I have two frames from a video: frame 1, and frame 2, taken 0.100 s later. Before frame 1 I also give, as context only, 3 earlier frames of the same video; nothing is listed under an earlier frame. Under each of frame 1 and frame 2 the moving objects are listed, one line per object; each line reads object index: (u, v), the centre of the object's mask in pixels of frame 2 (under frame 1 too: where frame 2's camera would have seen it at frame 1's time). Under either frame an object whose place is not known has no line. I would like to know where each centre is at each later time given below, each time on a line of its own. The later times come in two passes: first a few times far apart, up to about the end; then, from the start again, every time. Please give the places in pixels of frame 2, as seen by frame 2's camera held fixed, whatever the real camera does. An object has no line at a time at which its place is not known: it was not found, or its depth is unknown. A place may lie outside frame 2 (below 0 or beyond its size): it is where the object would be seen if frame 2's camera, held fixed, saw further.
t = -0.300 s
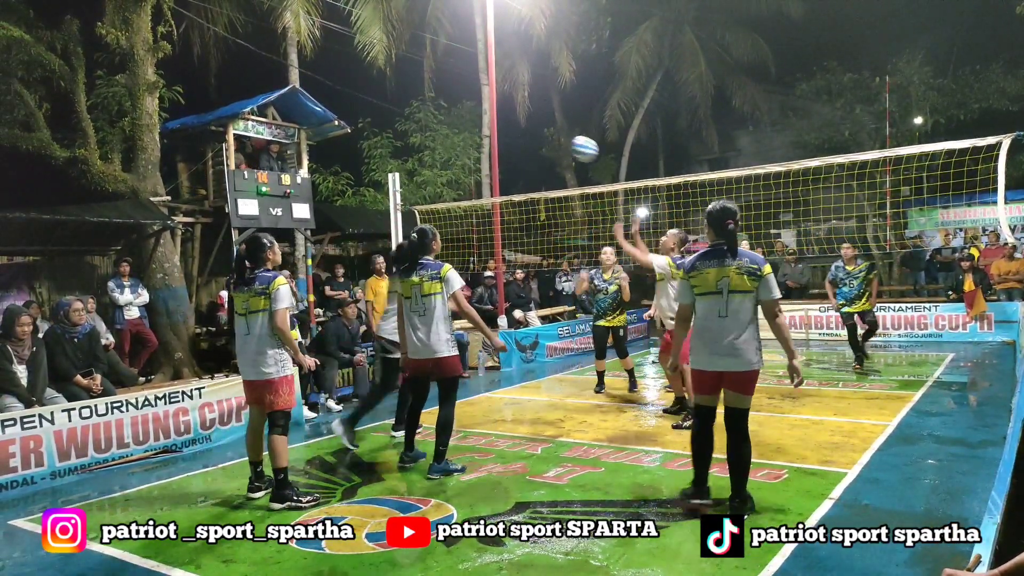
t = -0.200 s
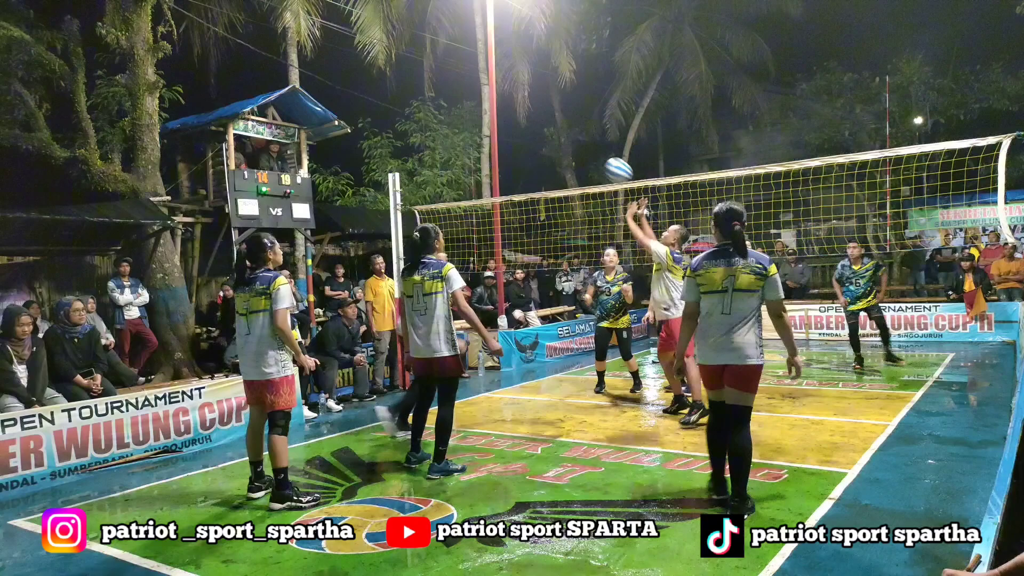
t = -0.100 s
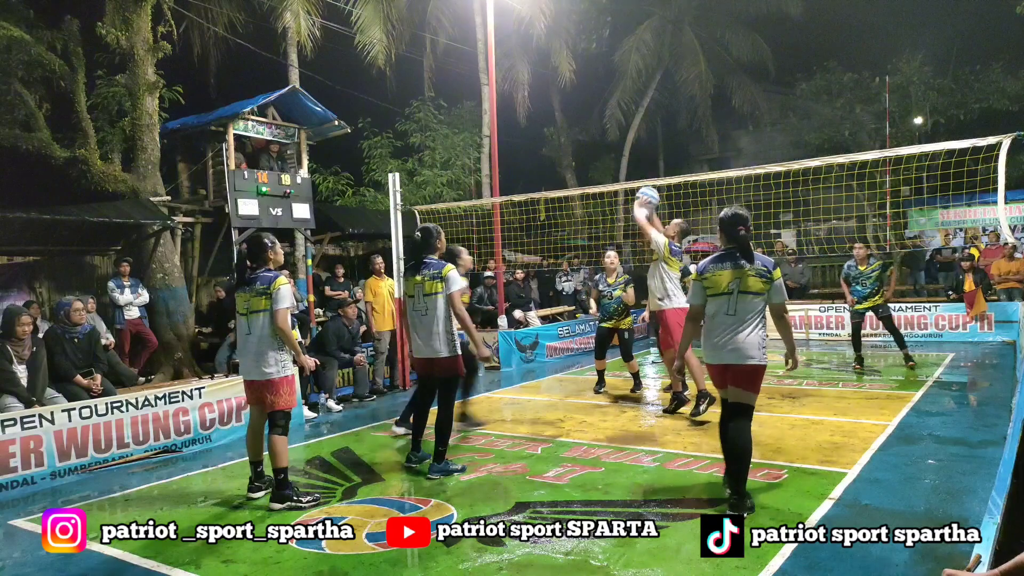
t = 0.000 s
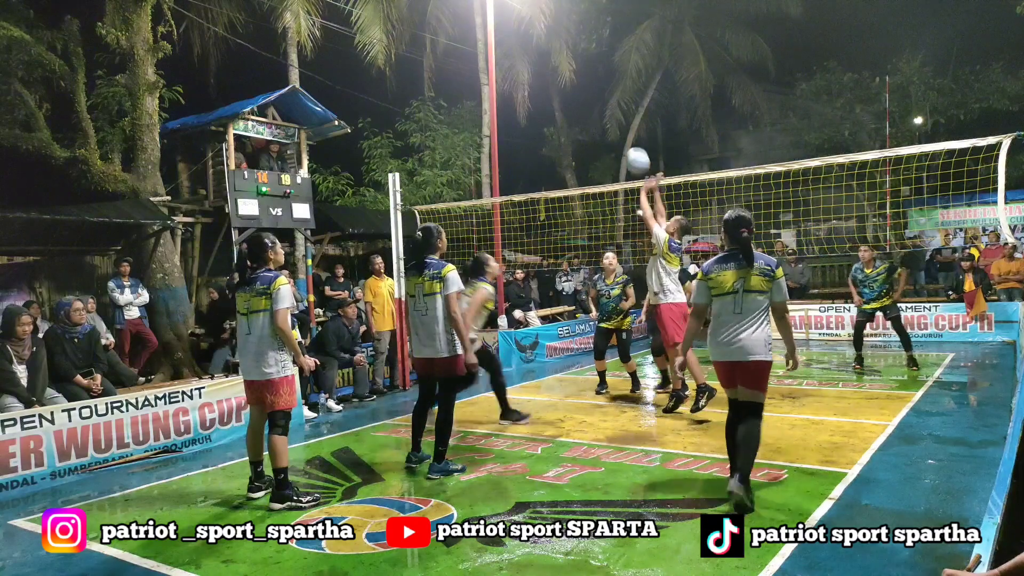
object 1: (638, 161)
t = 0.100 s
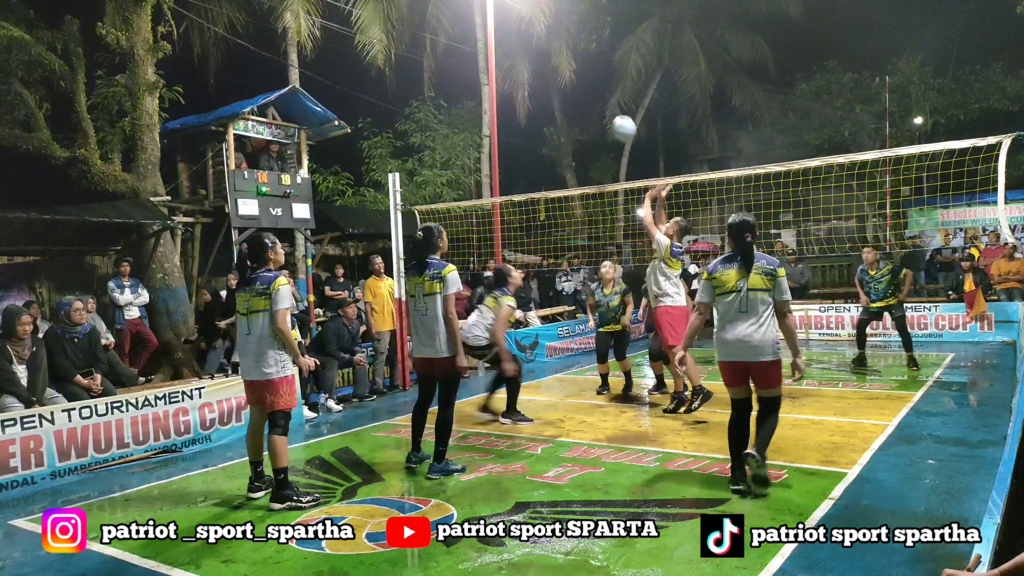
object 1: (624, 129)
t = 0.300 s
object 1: (598, 96)
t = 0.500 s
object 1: (576, 105)
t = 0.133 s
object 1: (619, 120)
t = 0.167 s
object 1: (615, 113)
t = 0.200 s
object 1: (611, 107)
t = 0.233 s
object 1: (606, 102)
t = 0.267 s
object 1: (602, 98)
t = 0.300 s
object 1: (598, 96)
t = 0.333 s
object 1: (594, 94)
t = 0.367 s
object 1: (590, 94)
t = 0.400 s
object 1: (587, 95)
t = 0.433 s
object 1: (583, 97)
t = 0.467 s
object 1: (579, 100)
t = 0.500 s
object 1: (576, 105)
